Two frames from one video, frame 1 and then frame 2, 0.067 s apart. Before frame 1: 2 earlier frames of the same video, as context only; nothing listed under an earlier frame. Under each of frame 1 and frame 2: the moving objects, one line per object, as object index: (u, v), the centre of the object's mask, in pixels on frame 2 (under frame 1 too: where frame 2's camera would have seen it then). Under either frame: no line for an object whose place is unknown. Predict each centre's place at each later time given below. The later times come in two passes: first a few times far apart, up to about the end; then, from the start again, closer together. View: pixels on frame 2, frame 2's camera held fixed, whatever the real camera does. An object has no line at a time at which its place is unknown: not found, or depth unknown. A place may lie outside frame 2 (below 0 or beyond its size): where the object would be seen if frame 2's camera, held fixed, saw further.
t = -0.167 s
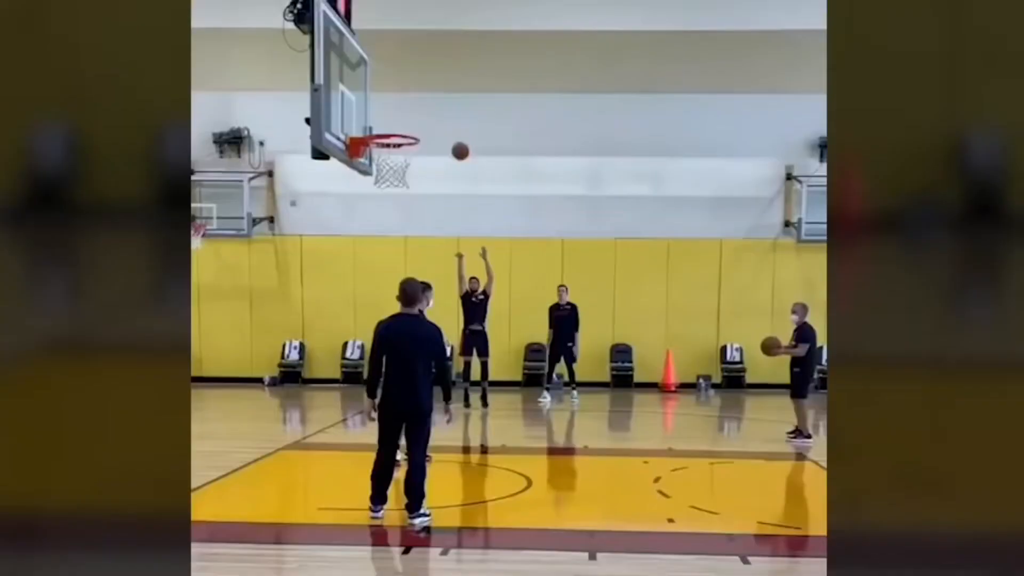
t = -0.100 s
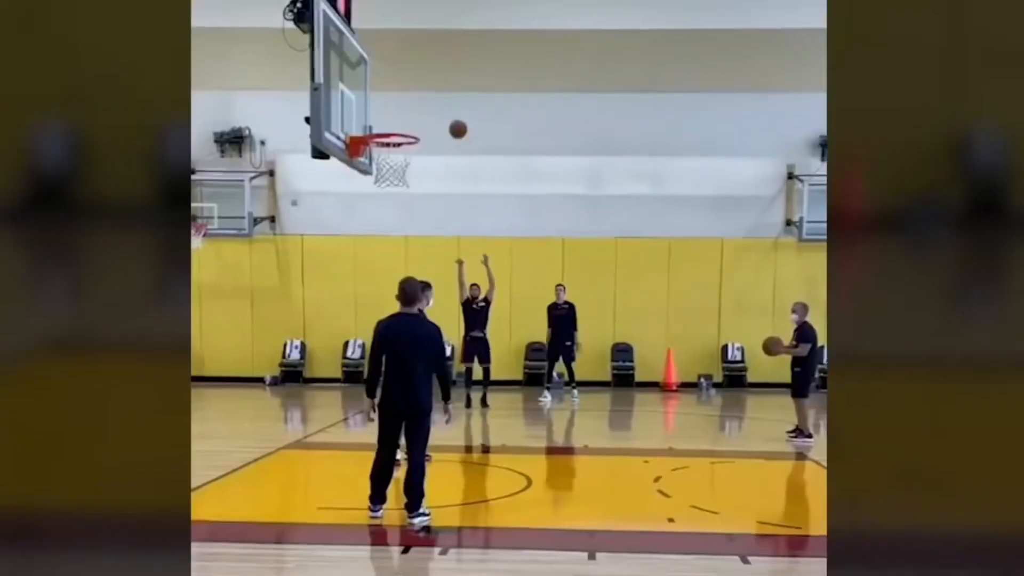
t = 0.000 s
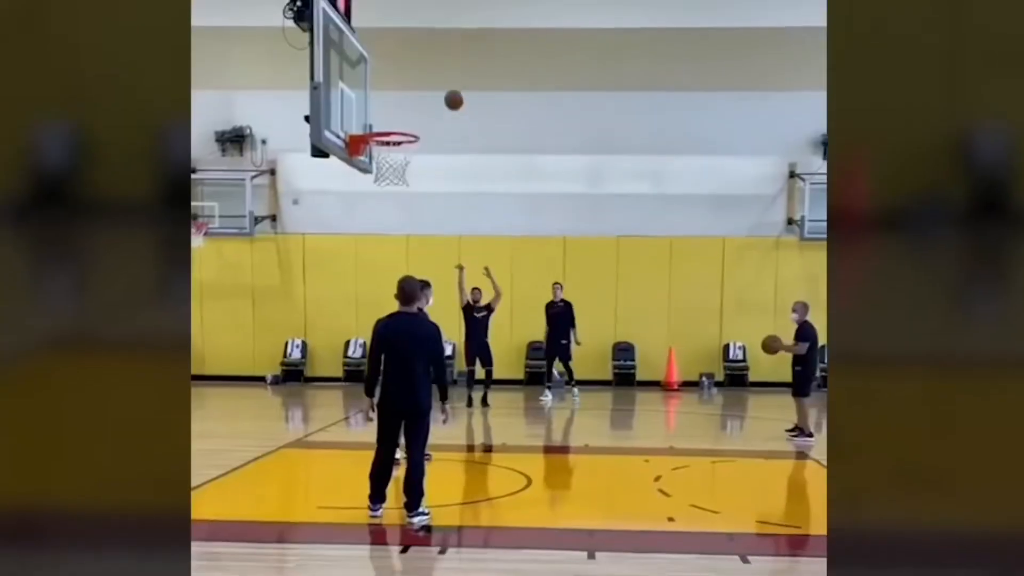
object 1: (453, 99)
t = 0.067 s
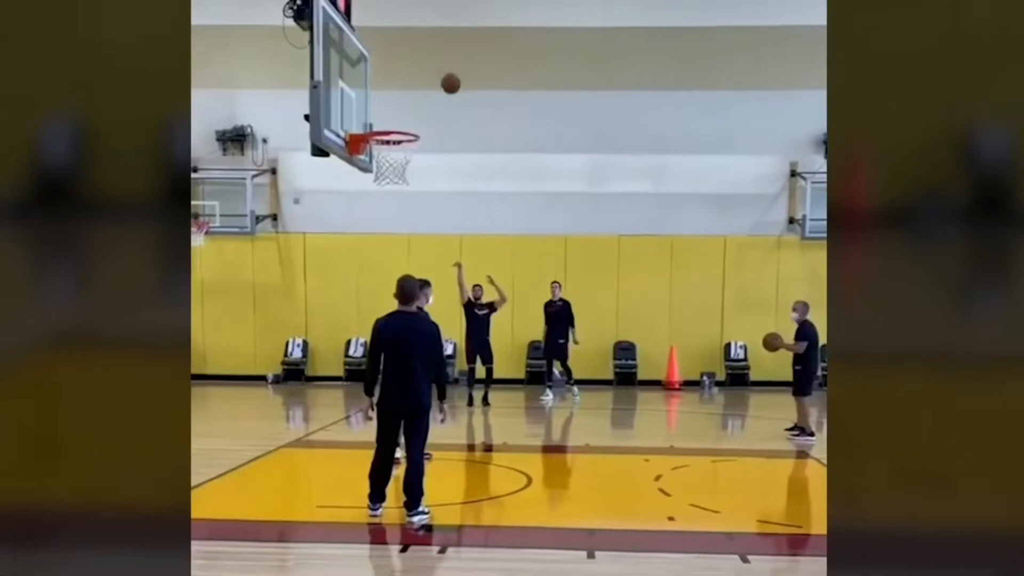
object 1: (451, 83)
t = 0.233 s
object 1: (445, 56)
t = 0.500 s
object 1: (422, 60)
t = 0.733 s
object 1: (395, 130)
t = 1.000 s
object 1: (402, 179)
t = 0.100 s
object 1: (450, 76)
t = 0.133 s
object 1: (451, 70)
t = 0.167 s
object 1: (449, 64)
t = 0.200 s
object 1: (447, 59)
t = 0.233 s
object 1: (445, 56)
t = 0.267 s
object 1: (443, 52)
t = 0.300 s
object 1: (440, 50)
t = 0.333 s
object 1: (437, 49)
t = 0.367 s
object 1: (434, 49)
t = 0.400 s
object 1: (432, 50)
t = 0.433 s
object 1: (428, 52)
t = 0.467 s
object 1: (425, 55)
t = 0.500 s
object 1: (422, 60)
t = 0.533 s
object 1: (419, 65)
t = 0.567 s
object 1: (415, 72)
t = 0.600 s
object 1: (411, 81)
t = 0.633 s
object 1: (407, 90)
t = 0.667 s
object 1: (403, 102)
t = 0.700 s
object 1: (399, 115)
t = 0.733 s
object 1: (395, 130)
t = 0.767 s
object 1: (393, 145)
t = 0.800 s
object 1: (390, 153)
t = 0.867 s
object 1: (390, 159)
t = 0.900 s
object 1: (393, 163)
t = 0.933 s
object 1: (396, 166)
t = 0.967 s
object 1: (399, 172)
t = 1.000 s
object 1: (402, 179)
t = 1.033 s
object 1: (404, 186)
